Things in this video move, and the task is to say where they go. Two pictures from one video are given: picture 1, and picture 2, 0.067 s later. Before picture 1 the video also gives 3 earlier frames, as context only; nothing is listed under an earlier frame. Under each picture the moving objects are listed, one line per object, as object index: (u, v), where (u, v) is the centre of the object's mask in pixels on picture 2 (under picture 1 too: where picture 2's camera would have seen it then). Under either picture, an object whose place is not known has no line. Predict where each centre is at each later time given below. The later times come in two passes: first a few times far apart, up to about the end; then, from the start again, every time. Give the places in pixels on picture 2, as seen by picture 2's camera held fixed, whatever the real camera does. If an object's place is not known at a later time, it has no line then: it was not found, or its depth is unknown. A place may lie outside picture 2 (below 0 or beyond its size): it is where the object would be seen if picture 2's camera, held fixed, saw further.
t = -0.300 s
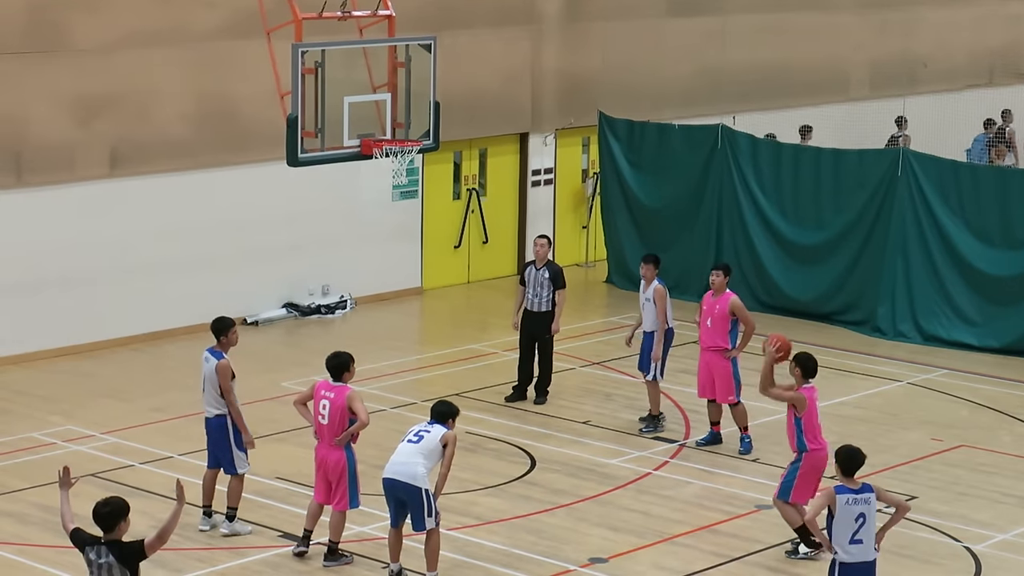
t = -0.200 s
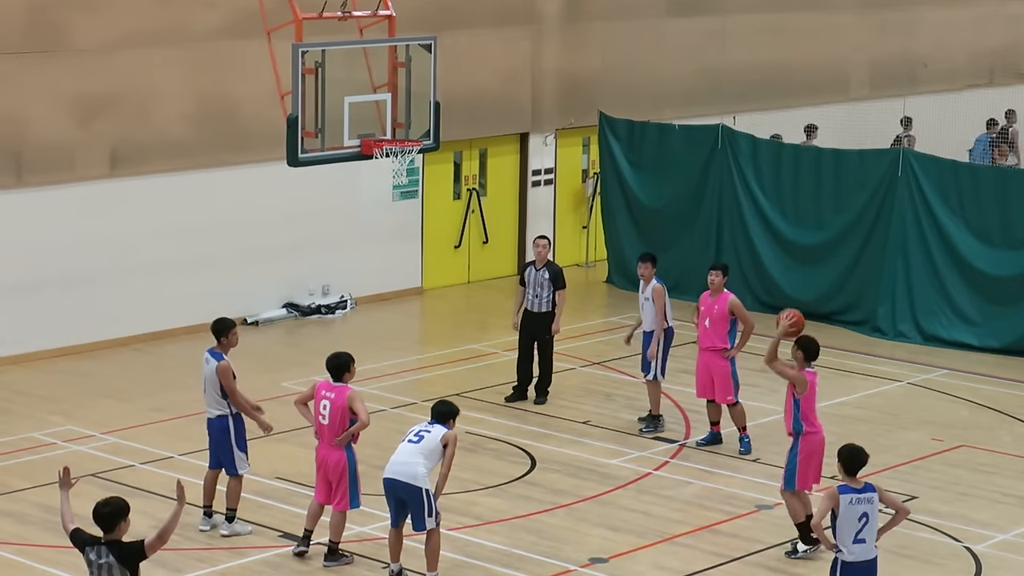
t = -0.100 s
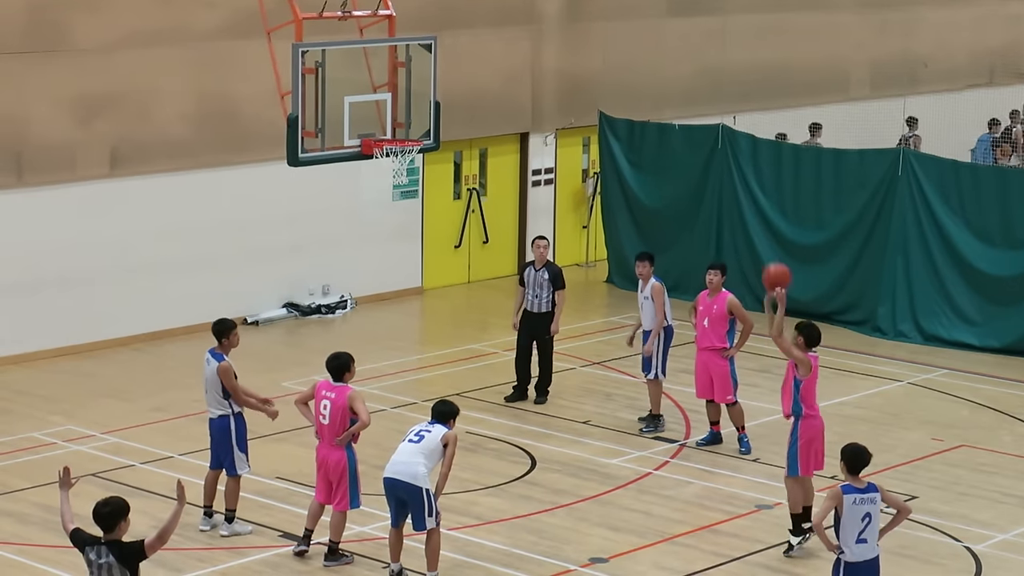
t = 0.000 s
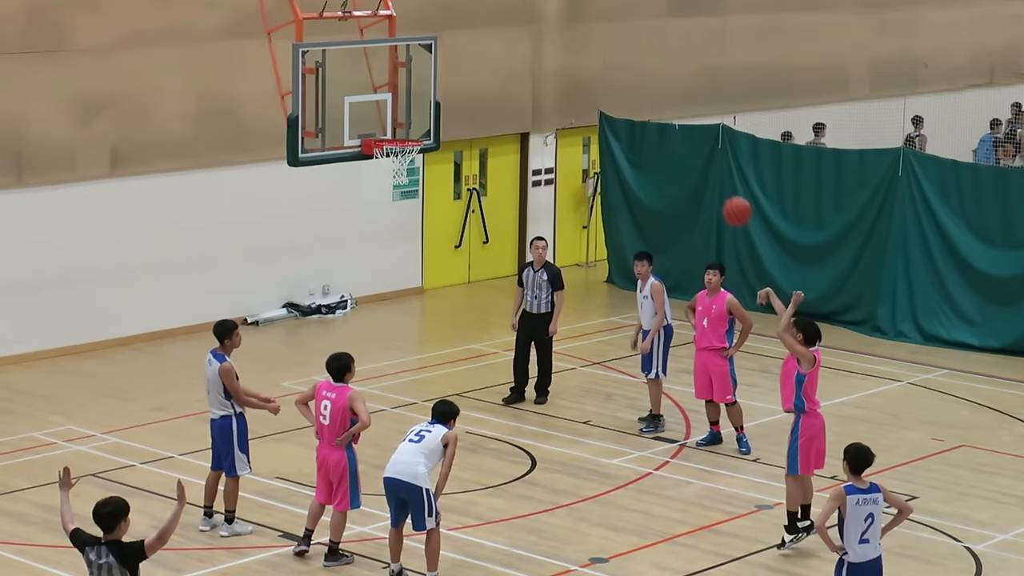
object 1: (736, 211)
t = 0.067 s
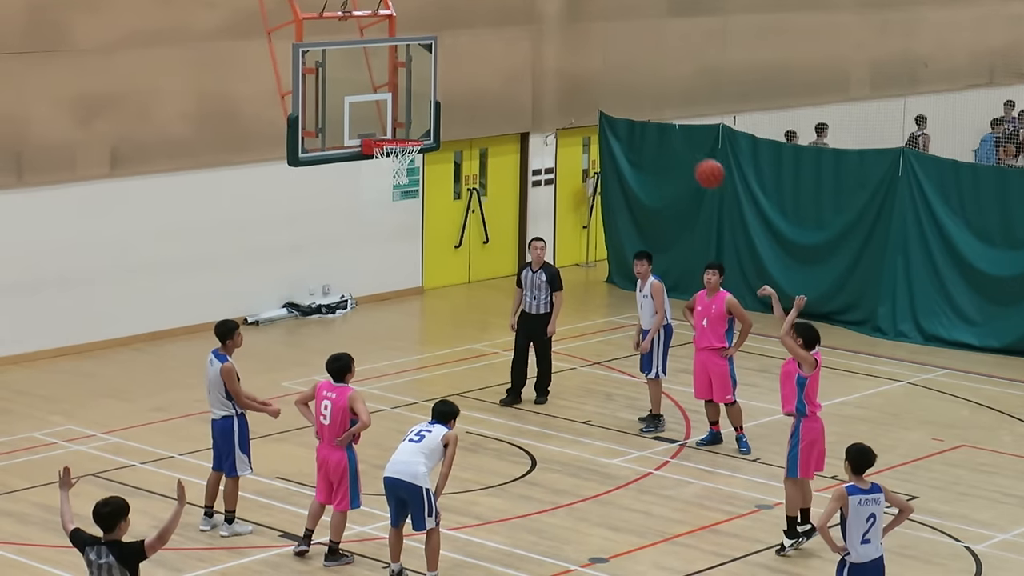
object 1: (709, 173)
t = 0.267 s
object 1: (630, 93)
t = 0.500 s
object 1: (542, 60)
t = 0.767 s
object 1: (447, 95)
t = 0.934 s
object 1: (394, 153)
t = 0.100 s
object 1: (696, 157)
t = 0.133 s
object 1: (683, 141)
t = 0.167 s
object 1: (670, 128)
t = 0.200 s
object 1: (657, 115)
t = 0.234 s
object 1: (643, 104)
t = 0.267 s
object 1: (630, 93)
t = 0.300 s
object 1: (618, 85)
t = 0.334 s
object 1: (605, 78)
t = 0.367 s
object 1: (592, 71)
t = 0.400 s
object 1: (580, 67)
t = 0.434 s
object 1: (567, 64)
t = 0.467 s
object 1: (555, 62)
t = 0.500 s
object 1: (542, 60)
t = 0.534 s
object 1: (530, 61)
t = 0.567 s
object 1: (518, 61)
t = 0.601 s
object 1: (506, 64)
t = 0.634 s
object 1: (494, 68)
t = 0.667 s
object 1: (482, 73)
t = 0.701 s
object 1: (471, 80)
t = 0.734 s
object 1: (459, 87)
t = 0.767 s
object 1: (447, 95)
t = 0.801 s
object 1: (436, 104)
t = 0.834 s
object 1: (425, 114)
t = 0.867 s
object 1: (414, 127)
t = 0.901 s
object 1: (404, 134)
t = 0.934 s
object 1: (394, 153)
